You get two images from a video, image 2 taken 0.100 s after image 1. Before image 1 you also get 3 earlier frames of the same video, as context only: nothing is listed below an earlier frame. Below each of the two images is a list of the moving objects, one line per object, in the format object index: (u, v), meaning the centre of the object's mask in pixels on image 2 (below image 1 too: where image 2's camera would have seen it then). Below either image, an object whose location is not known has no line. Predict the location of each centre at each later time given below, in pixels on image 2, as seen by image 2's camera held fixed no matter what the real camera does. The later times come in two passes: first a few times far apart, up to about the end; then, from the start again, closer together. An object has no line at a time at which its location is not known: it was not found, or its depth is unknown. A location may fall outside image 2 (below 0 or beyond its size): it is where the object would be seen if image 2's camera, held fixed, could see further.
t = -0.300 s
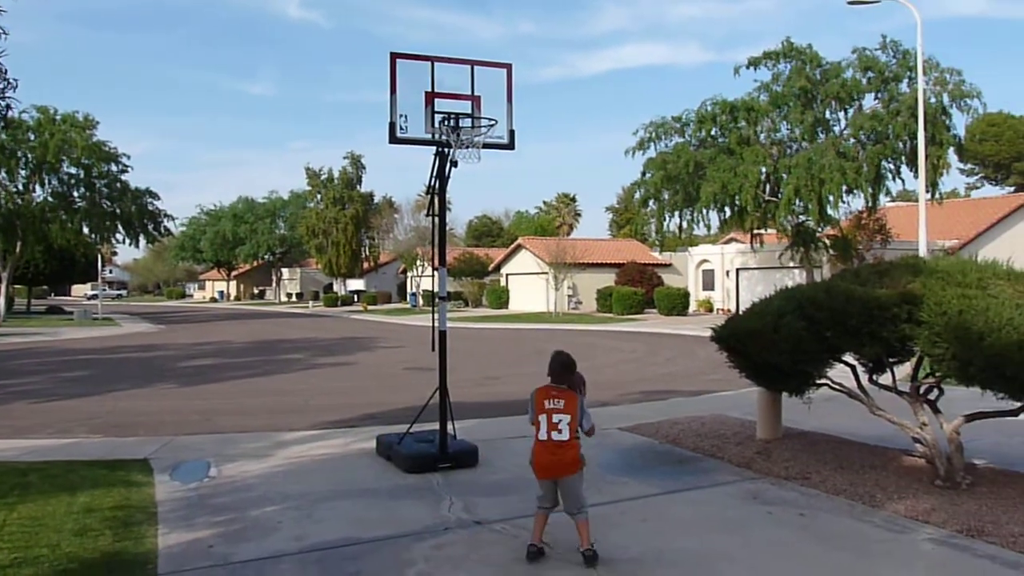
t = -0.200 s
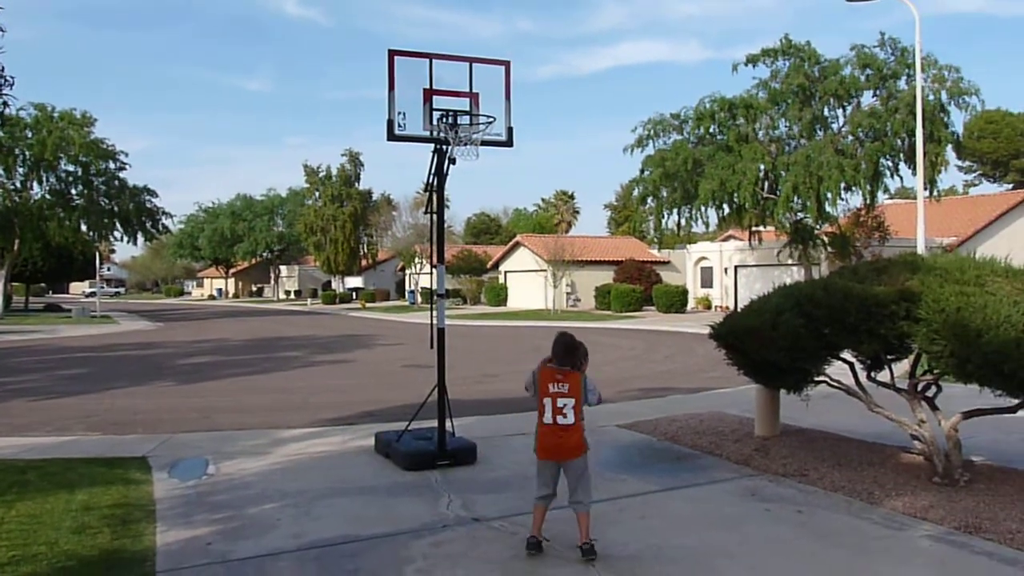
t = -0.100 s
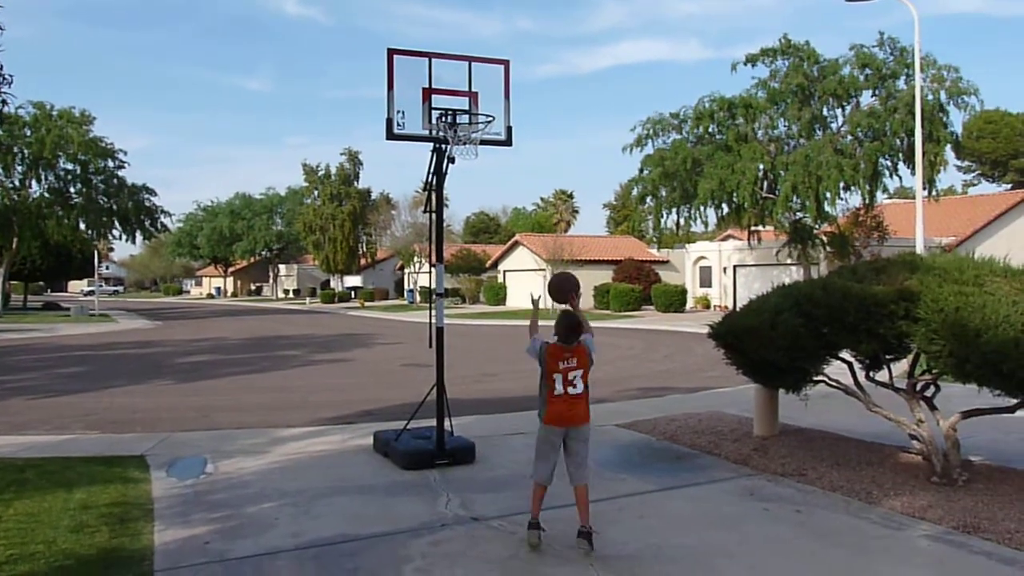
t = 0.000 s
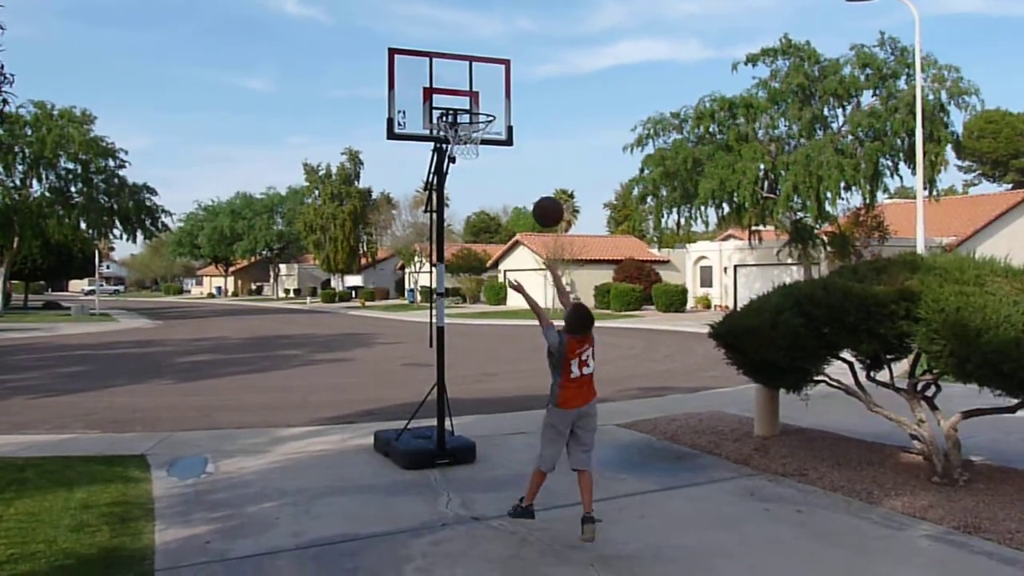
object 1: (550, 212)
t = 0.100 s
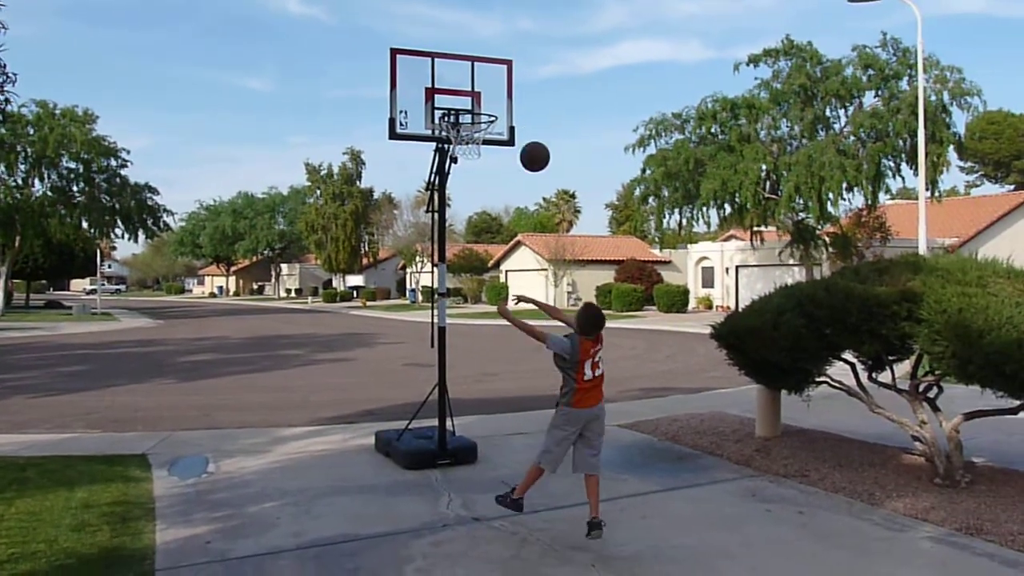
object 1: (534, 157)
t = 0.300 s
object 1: (508, 96)
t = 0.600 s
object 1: (475, 107)
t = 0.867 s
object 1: (471, 98)
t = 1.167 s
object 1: (477, 166)
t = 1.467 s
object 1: (482, 334)
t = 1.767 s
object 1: (483, 406)
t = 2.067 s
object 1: (475, 277)
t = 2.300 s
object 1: (471, 254)
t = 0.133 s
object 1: (530, 142)
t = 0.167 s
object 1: (525, 129)
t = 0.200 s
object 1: (520, 118)
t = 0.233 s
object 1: (516, 110)
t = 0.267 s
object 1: (512, 102)
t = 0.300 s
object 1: (508, 96)
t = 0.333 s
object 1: (503, 92)
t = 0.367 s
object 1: (500, 89)
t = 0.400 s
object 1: (495, 88)
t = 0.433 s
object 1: (492, 88)
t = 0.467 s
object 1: (489, 89)
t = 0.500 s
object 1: (486, 92)
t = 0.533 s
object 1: (482, 96)
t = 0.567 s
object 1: (478, 102)
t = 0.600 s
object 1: (475, 107)
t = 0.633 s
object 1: (473, 107)
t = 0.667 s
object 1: (470, 105)
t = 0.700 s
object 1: (469, 102)
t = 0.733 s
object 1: (469, 99)
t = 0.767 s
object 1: (470, 97)
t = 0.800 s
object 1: (470, 95)
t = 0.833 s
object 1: (471, 96)
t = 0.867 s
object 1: (471, 98)
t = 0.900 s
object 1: (472, 100)
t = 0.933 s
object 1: (472, 104)
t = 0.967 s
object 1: (473, 110)
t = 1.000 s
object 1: (474, 117)
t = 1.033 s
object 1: (475, 125)
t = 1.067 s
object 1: (478, 135)
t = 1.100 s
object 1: (476, 144)
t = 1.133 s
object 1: (477, 157)
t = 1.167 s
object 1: (477, 166)
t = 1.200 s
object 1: (477, 179)
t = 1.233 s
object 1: (478, 193)
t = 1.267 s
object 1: (479, 209)
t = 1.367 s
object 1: (481, 264)
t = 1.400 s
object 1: (482, 287)
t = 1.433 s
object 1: (482, 309)
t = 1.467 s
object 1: (482, 334)
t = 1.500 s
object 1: (483, 360)
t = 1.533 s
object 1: (484, 387)
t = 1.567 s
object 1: (485, 417)
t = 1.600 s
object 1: (486, 446)
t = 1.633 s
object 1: (486, 478)
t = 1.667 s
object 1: (485, 475)
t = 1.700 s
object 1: (485, 451)
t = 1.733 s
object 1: (484, 428)
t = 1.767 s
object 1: (483, 406)
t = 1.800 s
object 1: (482, 386)
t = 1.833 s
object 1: (480, 367)
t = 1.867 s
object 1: (479, 350)
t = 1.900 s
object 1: (479, 334)
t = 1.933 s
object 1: (478, 320)
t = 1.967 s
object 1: (477, 307)
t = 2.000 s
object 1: (476, 295)
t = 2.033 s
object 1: (476, 285)
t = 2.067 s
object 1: (475, 277)
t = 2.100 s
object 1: (475, 268)
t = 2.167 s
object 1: (473, 258)
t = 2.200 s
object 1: (473, 256)
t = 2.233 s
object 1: (471, 253)
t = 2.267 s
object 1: (471, 253)
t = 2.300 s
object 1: (471, 254)
